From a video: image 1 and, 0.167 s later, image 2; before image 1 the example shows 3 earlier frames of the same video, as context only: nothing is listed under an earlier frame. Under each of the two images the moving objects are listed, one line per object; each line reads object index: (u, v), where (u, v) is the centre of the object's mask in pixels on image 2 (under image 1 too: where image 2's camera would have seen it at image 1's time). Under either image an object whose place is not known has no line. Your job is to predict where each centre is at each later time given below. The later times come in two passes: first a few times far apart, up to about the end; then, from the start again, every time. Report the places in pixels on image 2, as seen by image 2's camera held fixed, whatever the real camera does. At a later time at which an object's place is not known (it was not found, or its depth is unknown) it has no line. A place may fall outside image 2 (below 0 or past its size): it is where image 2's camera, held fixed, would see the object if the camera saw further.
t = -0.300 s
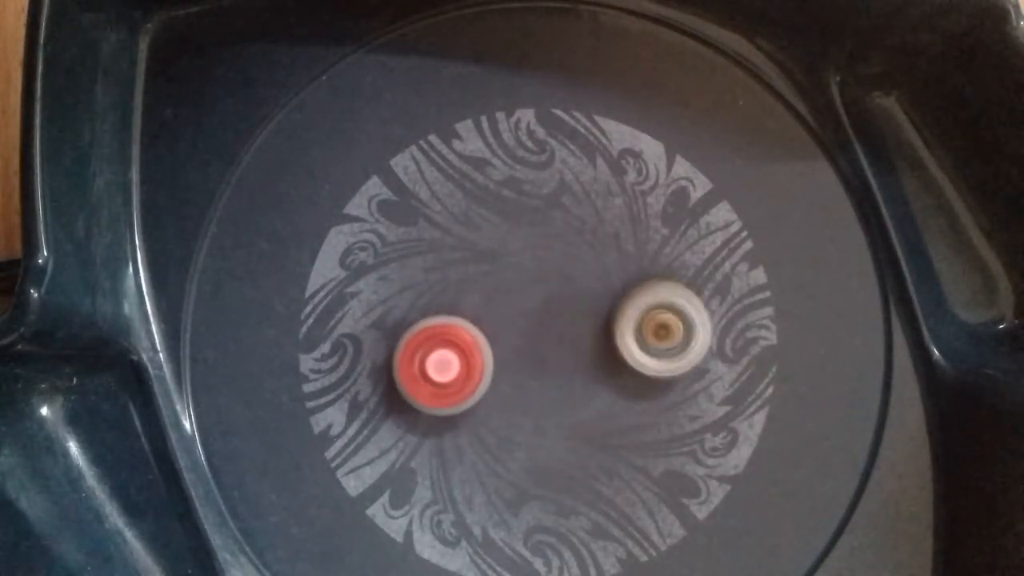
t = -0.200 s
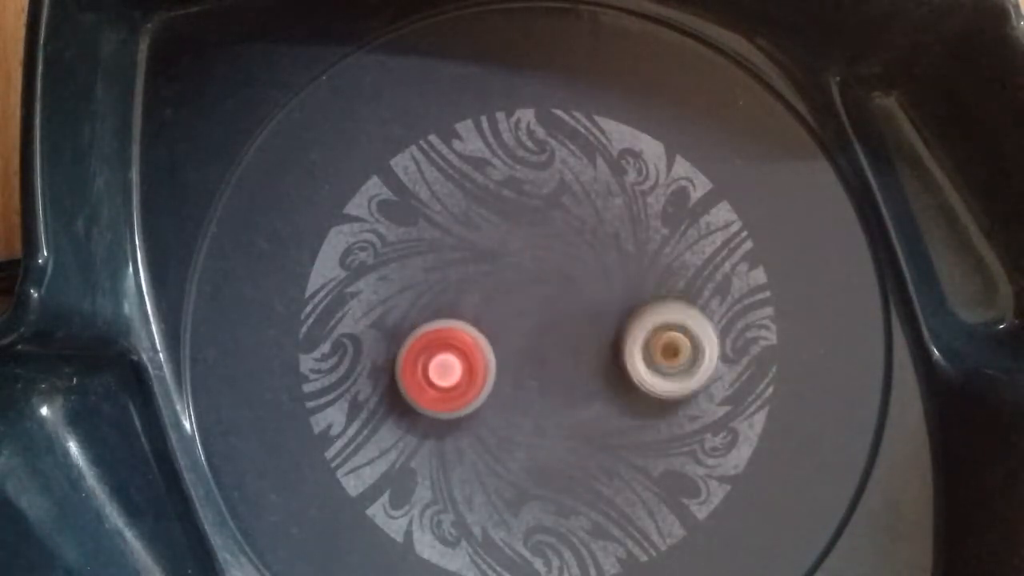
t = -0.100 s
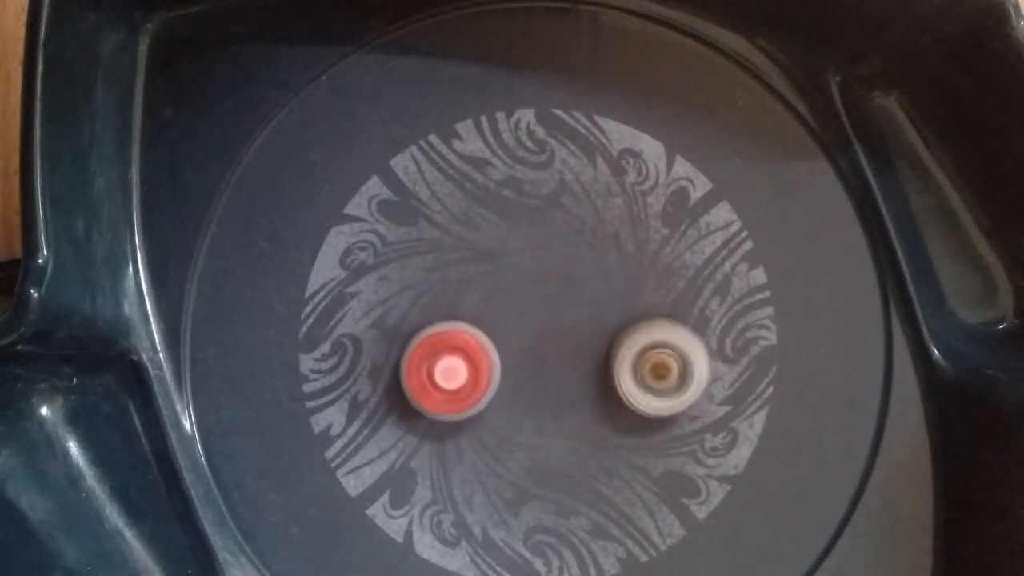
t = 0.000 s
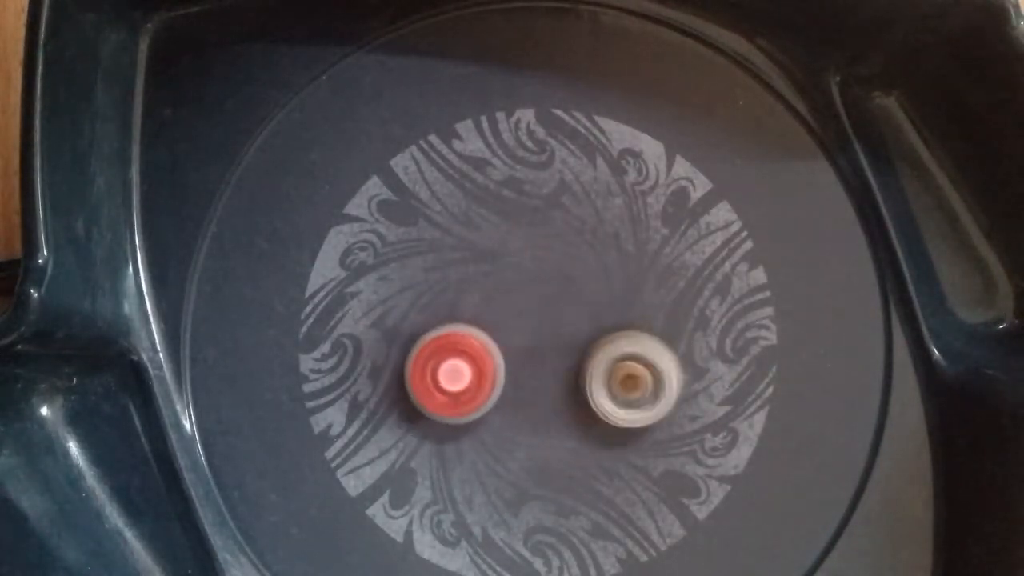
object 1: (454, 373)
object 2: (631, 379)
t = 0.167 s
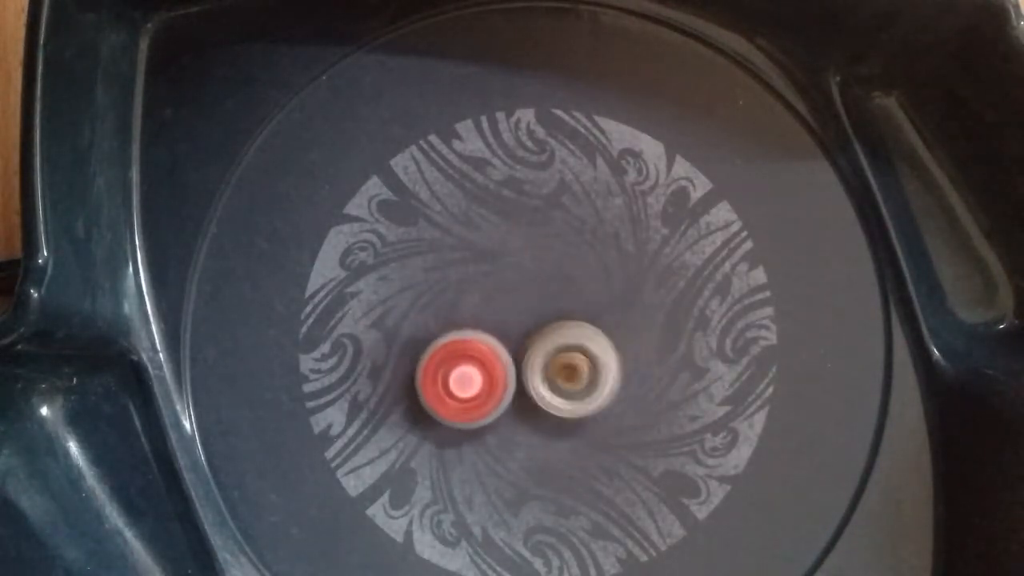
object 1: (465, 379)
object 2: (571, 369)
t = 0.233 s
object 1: (447, 383)
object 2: (577, 353)
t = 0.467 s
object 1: (441, 392)
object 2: (611, 318)
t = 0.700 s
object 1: (452, 389)
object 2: (616, 321)
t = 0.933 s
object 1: (480, 389)
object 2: (582, 335)
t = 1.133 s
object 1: (468, 415)
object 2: (600, 308)
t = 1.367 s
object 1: (463, 428)
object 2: (616, 307)
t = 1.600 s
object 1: (469, 423)
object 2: (592, 324)
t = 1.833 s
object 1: (479, 420)
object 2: (549, 314)
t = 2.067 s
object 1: (482, 431)
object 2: (576, 260)
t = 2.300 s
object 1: (488, 429)
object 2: (596, 276)
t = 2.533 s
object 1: (505, 420)
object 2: (566, 321)
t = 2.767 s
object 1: (508, 443)
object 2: (545, 300)
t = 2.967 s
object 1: (511, 447)
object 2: (534, 288)
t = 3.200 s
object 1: (516, 438)
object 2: (526, 294)
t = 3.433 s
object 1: (536, 422)
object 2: (512, 319)
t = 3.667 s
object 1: (558, 431)
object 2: (490, 309)
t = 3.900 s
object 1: (568, 436)
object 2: (487, 313)
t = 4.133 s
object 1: (568, 433)
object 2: (492, 330)
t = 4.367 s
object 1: (578, 422)
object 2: (485, 342)
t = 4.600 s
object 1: (593, 417)
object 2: (479, 335)
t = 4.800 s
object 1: (597, 412)
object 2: (493, 335)
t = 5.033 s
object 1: (618, 418)
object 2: (493, 341)
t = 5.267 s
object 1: (634, 428)
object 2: (453, 293)
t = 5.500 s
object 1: (624, 427)
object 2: (485, 271)
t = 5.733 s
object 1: (614, 406)
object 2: (522, 322)
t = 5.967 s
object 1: (630, 389)
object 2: (500, 371)
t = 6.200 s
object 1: (647, 391)
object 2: (459, 372)
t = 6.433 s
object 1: (639, 396)
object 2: (464, 352)
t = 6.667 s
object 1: (624, 380)
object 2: (509, 351)
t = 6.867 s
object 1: (658, 374)
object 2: (491, 345)
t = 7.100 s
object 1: (672, 372)
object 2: (482, 307)
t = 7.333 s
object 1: (658, 370)
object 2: (515, 308)
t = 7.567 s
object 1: (639, 331)
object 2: (533, 353)
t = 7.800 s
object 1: (645, 300)
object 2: (507, 393)
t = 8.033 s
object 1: (645, 302)
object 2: (480, 372)
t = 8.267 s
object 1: (622, 298)
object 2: (517, 353)
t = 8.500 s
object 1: (605, 246)
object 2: (523, 403)
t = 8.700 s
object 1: (607, 226)
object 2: (495, 450)
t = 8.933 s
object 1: (597, 232)
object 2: (457, 447)
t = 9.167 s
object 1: (535, 249)
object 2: (482, 396)
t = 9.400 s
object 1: (472, 237)
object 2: (534, 353)
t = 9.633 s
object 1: (461, 230)
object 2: (589, 318)
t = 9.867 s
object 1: (463, 253)
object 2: (636, 318)
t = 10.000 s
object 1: (452, 286)
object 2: (636, 337)
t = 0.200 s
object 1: (456, 381)
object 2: (573, 362)
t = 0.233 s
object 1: (447, 383)
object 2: (577, 353)
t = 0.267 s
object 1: (444, 384)
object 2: (582, 345)
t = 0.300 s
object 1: (443, 387)
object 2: (587, 338)
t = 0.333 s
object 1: (442, 389)
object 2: (592, 332)
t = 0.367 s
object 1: (440, 390)
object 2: (598, 326)
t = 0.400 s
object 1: (440, 391)
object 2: (602, 322)
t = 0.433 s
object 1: (440, 392)
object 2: (607, 320)
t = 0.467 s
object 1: (441, 392)
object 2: (611, 318)
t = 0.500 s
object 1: (441, 392)
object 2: (614, 317)
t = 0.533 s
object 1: (443, 392)
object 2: (616, 317)
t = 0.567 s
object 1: (444, 392)
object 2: (618, 317)
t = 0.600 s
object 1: (446, 391)
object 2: (618, 318)
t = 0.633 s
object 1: (447, 391)
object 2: (618, 318)
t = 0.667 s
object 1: (450, 390)
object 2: (618, 320)
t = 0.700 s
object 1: (452, 389)
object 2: (616, 321)
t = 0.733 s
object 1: (456, 389)
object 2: (614, 323)
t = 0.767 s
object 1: (458, 388)
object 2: (611, 325)
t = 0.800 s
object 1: (463, 388)
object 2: (607, 327)
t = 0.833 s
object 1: (467, 388)
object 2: (601, 329)
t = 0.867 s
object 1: (471, 388)
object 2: (596, 331)
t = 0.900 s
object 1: (475, 388)
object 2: (589, 333)
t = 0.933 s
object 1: (480, 389)
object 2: (582, 335)
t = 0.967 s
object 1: (485, 390)
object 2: (574, 336)
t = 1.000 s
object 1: (479, 397)
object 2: (580, 329)
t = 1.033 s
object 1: (471, 405)
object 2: (586, 321)
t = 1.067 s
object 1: (469, 407)
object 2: (592, 316)
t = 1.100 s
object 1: (469, 410)
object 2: (596, 312)
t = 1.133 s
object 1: (468, 415)
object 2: (600, 308)
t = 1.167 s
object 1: (467, 418)
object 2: (604, 306)
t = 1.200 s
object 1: (466, 421)
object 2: (608, 304)
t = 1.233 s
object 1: (465, 424)
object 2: (611, 304)
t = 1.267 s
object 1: (464, 426)
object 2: (613, 304)
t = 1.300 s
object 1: (463, 427)
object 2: (615, 305)
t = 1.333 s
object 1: (463, 429)
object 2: (616, 306)
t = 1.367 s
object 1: (463, 428)
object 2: (616, 307)
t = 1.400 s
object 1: (463, 428)
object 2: (615, 309)
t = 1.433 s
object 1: (464, 428)
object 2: (613, 311)
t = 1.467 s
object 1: (464, 428)
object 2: (611, 313)
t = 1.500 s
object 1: (465, 426)
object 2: (608, 316)
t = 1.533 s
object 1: (466, 426)
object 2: (603, 318)
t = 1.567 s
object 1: (467, 424)
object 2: (598, 322)
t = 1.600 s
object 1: (469, 423)
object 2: (592, 324)
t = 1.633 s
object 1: (471, 420)
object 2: (586, 327)
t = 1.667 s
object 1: (474, 418)
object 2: (579, 330)
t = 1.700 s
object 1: (477, 415)
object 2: (570, 331)
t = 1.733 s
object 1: (481, 414)
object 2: (561, 333)
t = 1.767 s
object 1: (484, 412)
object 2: (552, 332)
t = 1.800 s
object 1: (483, 414)
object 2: (548, 326)
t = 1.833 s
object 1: (479, 420)
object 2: (549, 314)
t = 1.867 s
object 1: (479, 423)
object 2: (550, 304)
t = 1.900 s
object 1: (479, 426)
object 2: (552, 293)
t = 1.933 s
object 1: (479, 428)
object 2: (555, 285)
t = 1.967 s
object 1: (480, 430)
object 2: (560, 276)
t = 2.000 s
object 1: (480, 431)
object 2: (565, 270)
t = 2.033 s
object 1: (480, 431)
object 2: (570, 264)
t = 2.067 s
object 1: (482, 431)
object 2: (576, 260)
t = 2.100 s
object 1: (482, 431)
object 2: (581, 259)
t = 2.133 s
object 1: (484, 432)
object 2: (586, 259)
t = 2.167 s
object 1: (484, 431)
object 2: (589, 260)
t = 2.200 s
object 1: (485, 431)
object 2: (593, 263)
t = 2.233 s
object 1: (485, 430)
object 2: (594, 266)
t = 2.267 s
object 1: (487, 430)
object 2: (596, 270)
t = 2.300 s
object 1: (488, 429)
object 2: (596, 276)
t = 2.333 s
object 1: (490, 428)
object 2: (596, 282)
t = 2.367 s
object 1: (491, 427)
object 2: (593, 288)
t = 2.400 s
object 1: (494, 425)
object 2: (590, 295)
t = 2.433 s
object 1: (496, 424)
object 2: (585, 301)
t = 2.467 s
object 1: (499, 422)
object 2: (581, 308)
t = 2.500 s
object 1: (502, 421)
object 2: (574, 315)
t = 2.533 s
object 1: (505, 420)
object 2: (566, 321)
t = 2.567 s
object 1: (509, 419)
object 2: (558, 327)
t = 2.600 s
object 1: (508, 425)
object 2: (554, 322)
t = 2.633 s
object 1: (506, 432)
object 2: (552, 315)
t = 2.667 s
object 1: (506, 434)
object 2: (551, 311)
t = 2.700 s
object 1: (507, 437)
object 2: (548, 307)
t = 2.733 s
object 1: (508, 440)
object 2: (546, 303)
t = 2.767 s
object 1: (508, 443)
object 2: (545, 300)
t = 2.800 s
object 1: (509, 445)
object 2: (542, 297)
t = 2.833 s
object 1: (509, 447)
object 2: (541, 294)
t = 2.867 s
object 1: (508, 447)
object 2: (539, 292)
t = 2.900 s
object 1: (510, 448)
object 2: (537, 290)
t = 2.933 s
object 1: (510, 448)
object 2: (536, 289)
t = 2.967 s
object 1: (511, 447)
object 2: (534, 288)
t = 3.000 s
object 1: (511, 447)
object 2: (533, 287)
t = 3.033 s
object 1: (511, 446)
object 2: (532, 287)
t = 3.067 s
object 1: (512, 446)
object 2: (531, 288)
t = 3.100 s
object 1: (512, 444)
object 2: (530, 288)
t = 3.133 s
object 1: (513, 443)
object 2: (529, 290)
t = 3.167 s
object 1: (514, 440)
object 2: (528, 292)
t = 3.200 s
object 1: (516, 438)
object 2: (526, 294)
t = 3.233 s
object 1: (518, 435)
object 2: (525, 297)
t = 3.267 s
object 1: (521, 432)
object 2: (523, 300)
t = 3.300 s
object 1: (523, 430)
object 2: (522, 303)
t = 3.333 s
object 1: (526, 427)
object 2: (520, 308)
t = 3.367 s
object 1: (529, 425)
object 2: (518, 312)
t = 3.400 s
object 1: (532, 422)
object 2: (515, 317)
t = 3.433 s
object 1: (536, 422)
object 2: (512, 319)
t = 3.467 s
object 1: (538, 425)
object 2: (508, 317)
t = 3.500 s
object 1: (540, 424)
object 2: (504, 315)
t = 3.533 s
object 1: (545, 425)
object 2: (500, 313)
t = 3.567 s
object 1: (549, 427)
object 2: (496, 312)
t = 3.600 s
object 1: (551, 428)
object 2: (494, 311)
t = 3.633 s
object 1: (555, 429)
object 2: (492, 310)
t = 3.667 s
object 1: (558, 431)
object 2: (490, 309)
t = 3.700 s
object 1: (561, 433)
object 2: (489, 308)
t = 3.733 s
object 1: (563, 434)
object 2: (488, 308)
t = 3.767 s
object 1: (565, 436)
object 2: (488, 309)
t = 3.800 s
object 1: (566, 436)
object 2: (487, 309)
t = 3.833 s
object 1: (567, 437)
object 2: (487, 310)
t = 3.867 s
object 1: (567, 437)
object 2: (487, 311)
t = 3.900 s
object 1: (568, 436)
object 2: (487, 313)
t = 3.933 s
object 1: (568, 437)
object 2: (487, 314)
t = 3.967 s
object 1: (568, 436)
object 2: (487, 316)
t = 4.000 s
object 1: (568, 437)
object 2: (487, 318)
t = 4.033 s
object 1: (568, 436)
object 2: (488, 321)
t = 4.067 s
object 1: (568, 435)
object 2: (489, 323)
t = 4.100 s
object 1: (568, 434)
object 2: (490, 326)
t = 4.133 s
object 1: (568, 433)
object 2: (492, 330)
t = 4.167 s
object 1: (567, 431)
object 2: (494, 334)
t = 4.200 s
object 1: (567, 428)
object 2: (494, 338)
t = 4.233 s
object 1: (567, 426)
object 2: (494, 342)
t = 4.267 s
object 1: (567, 422)
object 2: (495, 346)
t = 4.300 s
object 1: (572, 423)
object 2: (492, 345)
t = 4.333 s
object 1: (575, 424)
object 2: (488, 343)
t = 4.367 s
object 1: (578, 422)
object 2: (485, 342)
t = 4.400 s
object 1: (581, 421)
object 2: (482, 341)
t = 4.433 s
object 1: (585, 421)
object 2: (480, 339)
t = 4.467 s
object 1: (587, 420)
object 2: (479, 338)
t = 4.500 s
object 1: (589, 419)
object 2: (478, 337)
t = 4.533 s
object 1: (591, 418)
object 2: (478, 336)
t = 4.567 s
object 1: (592, 417)
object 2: (478, 335)
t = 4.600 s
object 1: (593, 417)
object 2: (479, 335)
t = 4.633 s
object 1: (594, 415)
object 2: (480, 334)
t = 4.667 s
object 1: (595, 415)
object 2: (482, 334)
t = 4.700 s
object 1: (595, 414)
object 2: (484, 333)
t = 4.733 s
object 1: (596, 413)
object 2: (487, 334)
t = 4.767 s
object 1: (596, 413)
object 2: (490, 335)
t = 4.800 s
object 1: (597, 412)
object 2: (493, 335)
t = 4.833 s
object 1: (597, 411)
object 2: (496, 337)
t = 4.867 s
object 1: (597, 410)
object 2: (500, 339)
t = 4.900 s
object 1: (597, 409)
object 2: (504, 341)
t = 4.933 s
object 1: (597, 408)
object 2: (508, 344)
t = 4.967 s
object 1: (598, 407)
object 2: (512, 348)
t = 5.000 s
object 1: (606, 411)
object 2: (504, 346)
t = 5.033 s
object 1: (618, 418)
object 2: (493, 341)
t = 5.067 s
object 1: (623, 421)
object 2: (485, 336)
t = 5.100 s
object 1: (624, 422)
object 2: (477, 329)
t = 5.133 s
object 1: (626, 421)
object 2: (470, 324)
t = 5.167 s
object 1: (630, 423)
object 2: (464, 316)
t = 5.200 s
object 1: (632, 426)
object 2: (459, 310)
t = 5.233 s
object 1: (633, 428)
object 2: (455, 301)
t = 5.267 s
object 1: (634, 428)
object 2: (453, 293)
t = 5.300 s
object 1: (634, 430)
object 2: (454, 286)
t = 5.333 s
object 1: (634, 430)
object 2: (456, 279)
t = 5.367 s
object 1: (633, 430)
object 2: (461, 274)
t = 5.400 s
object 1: (631, 431)
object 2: (466, 271)
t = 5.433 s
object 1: (629, 430)
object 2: (472, 270)
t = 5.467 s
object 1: (627, 429)
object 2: (479, 269)
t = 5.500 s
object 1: (624, 427)
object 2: (485, 271)
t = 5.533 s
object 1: (622, 425)
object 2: (492, 275)
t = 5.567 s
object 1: (619, 423)
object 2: (499, 281)
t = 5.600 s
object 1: (618, 419)
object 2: (506, 287)
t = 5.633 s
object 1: (617, 416)
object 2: (510, 294)
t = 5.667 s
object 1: (615, 413)
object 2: (514, 303)
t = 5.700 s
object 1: (614, 409)
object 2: (519, 312)
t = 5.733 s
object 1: (614, 406)
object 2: (522, 322)
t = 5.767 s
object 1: (614, 402)
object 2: (524, 330)
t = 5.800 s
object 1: (615, 398)
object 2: (525, 339)
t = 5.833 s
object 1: (616, 395)
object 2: (525, 348)
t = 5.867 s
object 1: (621, 395)
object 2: (519, 354)
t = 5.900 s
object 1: (623, 393)
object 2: (513, 360)
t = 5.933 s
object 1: (626, 390)
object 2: (506, 366)
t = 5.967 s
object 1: (630, 389)
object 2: (500, 371)
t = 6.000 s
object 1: (633, 388)
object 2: (493, 375)
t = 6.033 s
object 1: (635, 387)
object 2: (486, 376)
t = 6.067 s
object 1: (638, 387)
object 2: (479, 377)
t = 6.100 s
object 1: (641, 388)
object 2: (473, 377)
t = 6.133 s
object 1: (643, 389)
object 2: (467, 376)
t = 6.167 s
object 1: (645, 389)
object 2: (463, 374)
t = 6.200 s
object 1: (647, 391)
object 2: (459, 372)
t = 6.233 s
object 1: (647, 392)
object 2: (457, 369)
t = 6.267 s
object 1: (648, 394)
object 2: (456, 366)
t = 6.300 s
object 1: (647, 395)
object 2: (455, 363)
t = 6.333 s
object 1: (646, 396)
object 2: (456, 360)
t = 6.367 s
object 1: (644, 397)
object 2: (457, 357)
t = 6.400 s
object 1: (642, 397)
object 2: (460, 354)
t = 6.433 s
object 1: (639, 396)
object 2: (464, 352)
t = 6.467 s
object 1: (636, 395)
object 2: (468, 350)
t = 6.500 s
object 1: (634, 393)
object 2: (473, 347)
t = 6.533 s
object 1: (632, 391)
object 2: (479, 347)
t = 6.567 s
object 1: (629, 389)
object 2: (486, 346)
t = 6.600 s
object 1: (627, 386)
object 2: (493, 347)
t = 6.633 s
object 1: (625, 383)
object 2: (501, 348)
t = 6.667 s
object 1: (624, 380)
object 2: (509, 351)
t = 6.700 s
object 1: (623, 377)
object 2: (516, 355)
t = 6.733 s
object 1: (623, 374)
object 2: (520, 358)
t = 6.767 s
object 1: (637, 376)
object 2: (511, 356)
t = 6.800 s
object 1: (648, 377)
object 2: (504, 353)
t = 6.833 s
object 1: (654, 377)
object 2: (497, 349)
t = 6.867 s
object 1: (658, 374)
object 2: (491, 345)
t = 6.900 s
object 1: (662, 371)
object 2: (485, 340)
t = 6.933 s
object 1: (666, 371)
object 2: (482, 334)
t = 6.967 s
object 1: (668, 372)
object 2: (479, 328)
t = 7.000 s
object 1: (667, 371)
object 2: (478, 322)
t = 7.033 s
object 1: (668, 370)
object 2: (478, 316)
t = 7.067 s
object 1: (670, 371)
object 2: (479, 311)
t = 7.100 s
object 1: (672, 372)
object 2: (482, 307)
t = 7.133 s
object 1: (671, 375)
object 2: (485, 304)
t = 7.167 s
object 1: (668, 376)
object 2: (490, 302)
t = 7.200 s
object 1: (665, 375)
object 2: (494, 302)
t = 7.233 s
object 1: (665, 372)
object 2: (499, 302)
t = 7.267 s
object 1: (664, 372)
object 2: (505, 303)
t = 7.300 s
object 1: (661, 372)
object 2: (510, 305)
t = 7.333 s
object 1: (658, 370)
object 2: (515, 308)
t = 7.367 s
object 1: (655, 365)
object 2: (520, 313)
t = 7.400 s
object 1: (652, 362)
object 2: (524, 318)
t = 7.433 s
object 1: (648, 357)
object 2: (527, 324)
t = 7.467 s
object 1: (645, 351)
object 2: (530, 330)
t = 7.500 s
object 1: (643, 344)
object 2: (532, 338)
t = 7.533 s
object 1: (640, 338)
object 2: (533, 345)
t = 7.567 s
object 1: (639, 331)
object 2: (533, 353)
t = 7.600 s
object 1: (639, 324)
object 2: (532, 360)
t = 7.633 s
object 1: (638, 318)
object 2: (530, 367)
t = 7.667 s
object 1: (639, 312)
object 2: (527, 374)
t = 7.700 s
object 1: (642, 308)
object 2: (523, 380)
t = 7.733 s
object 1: (643, 304)
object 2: (518, 386)
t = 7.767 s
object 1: (644, 302)
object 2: (513, 390)
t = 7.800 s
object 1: (645, 300)
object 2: (507, 393)
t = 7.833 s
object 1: (645, 300)
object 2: (501, 395)
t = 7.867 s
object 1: (646, 299)
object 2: (495, 395)
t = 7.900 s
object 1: (646, 298)
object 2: (489, 393)
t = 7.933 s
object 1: (647, 298)
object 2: (484, 389)
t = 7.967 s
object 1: (647, 299)
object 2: (480, 384)
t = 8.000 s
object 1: (647, 300)
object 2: (480, 378)
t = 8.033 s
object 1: (645, 302)
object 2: (480, 372)
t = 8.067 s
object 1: (642, 302)
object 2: (483, 367)
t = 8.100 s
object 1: (640, 301)
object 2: (486, 362)
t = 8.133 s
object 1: (639, 301)
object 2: (491, 358)
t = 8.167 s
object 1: (635, 302)
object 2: (497, 355)
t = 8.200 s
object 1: (632, 301)
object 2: (504, 354)
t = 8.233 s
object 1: (627, 299)
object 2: (511, 353)
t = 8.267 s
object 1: (622, 298)
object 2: (517, 353)
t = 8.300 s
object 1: (617, 294)
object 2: (524, 355)
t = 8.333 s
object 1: (610, 292)
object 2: (530, 357)
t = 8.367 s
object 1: (607, 286)
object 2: (536, 361)
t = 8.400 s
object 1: (609, 274)
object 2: (534, 372)
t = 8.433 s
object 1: (609, 264)
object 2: (530, 385)
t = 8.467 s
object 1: (606, 255)
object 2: (526, 395)
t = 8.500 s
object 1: (605, 246)
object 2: (523, 403)
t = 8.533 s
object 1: (604, 239)
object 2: (518, 412)
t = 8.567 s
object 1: (605, 233)
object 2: (515, 421)
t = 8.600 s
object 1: (607, 230)
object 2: (511, 428)
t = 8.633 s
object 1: (608, 229)
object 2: (506, 437)
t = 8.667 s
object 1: (608, 228)
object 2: (501, 443)
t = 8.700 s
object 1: (607, 226)
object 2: (495, 450)
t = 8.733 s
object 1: (606, 225)
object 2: (489, 455)
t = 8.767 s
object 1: (606, 225)
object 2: (483, 458)
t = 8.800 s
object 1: (606, 225)
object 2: (476, 460)
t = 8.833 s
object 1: (605, 226)
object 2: (470, 460)
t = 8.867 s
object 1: (603, 227)
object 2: (464, 457)
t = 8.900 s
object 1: (601, 230)
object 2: (460, 452)
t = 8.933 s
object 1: (597, 232)
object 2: (457, 447)
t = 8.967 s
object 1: (591, 237)
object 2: (457, 441)
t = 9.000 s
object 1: (584, 239)
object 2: (459, 433)
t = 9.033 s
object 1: (576, 243)
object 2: (461, 425)
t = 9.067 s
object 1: (568, 245)
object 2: (465, 417)
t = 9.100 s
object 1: (557, 247)
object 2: (471, 409)
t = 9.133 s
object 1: (547, 249)
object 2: (475, 403)
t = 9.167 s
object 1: (535, 249)
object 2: (482, 396)
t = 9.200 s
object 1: (525, 249)
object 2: (488, 389)
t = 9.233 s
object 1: (514, 248)
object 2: (496, 382)
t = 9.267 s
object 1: (503, 247)
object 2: (503, 376)
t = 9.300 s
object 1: (494, 245)
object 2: (511, 370)
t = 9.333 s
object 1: (485, 242)
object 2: (519, 365)
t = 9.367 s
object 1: (477, 240)
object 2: (527, 358)
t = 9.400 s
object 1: (472, 237)
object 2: (534, 353)
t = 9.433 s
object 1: (468, 234)
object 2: (543, 347)
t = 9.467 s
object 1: (466, 232)
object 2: (550, 341)
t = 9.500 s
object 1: (464, 230)
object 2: (558, 336)
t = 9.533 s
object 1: (462, 229)
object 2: (566, 331)
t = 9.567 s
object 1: (462, 229)
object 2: (573, 327)
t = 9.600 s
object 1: (462, 229)
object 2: (582, 322)
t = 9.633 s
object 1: (461, 230)
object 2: (589, 318)
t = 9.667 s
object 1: (461, 230)
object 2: (597, 316)
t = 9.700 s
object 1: (461, 231)
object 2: (605, 312)
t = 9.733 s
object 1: (461, 232)
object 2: (612, 312)
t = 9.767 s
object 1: (463, 235)
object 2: (620, 311)
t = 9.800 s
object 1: (464, 239)
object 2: (626, 311)
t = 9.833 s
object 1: (463, 245)
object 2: (632, 315)
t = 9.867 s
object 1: (463, 253)
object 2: (636, 318)
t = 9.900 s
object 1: (462, 260)
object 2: (639, 322)
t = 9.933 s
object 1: (460, 269)
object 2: (640, 327)
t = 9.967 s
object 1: (456, 276)
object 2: (639, 332)
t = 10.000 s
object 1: (452, 286)
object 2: (636, 337)
